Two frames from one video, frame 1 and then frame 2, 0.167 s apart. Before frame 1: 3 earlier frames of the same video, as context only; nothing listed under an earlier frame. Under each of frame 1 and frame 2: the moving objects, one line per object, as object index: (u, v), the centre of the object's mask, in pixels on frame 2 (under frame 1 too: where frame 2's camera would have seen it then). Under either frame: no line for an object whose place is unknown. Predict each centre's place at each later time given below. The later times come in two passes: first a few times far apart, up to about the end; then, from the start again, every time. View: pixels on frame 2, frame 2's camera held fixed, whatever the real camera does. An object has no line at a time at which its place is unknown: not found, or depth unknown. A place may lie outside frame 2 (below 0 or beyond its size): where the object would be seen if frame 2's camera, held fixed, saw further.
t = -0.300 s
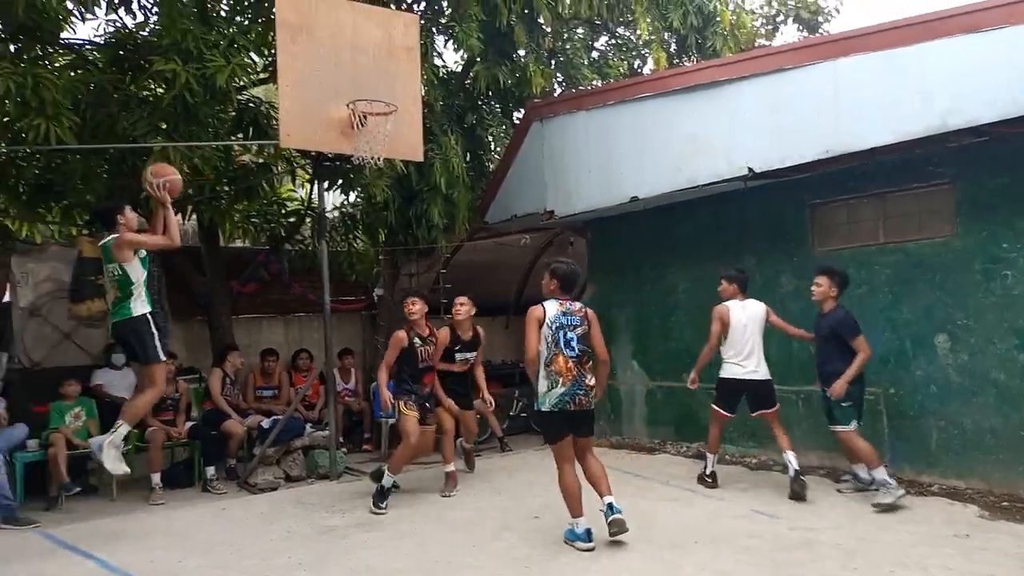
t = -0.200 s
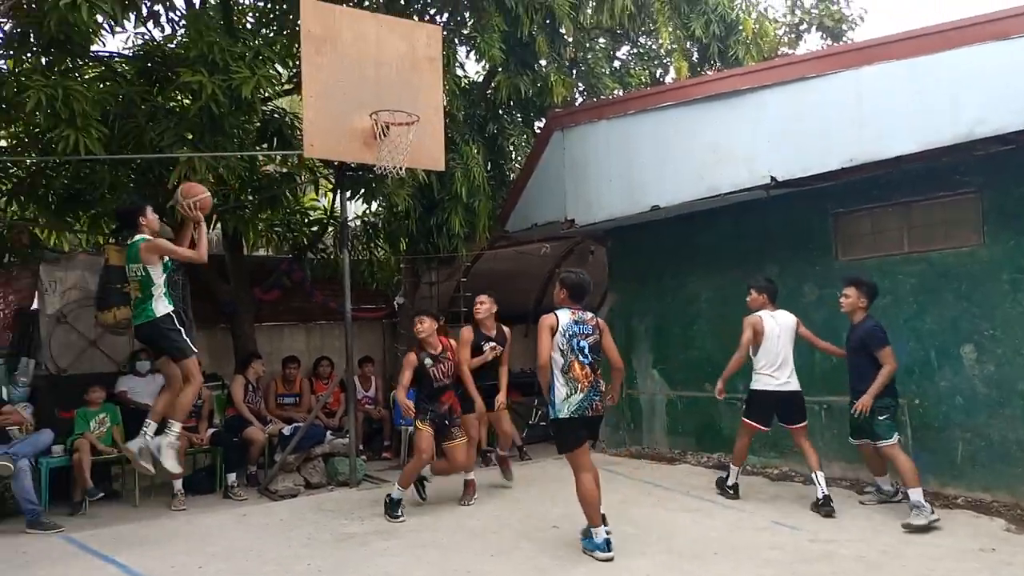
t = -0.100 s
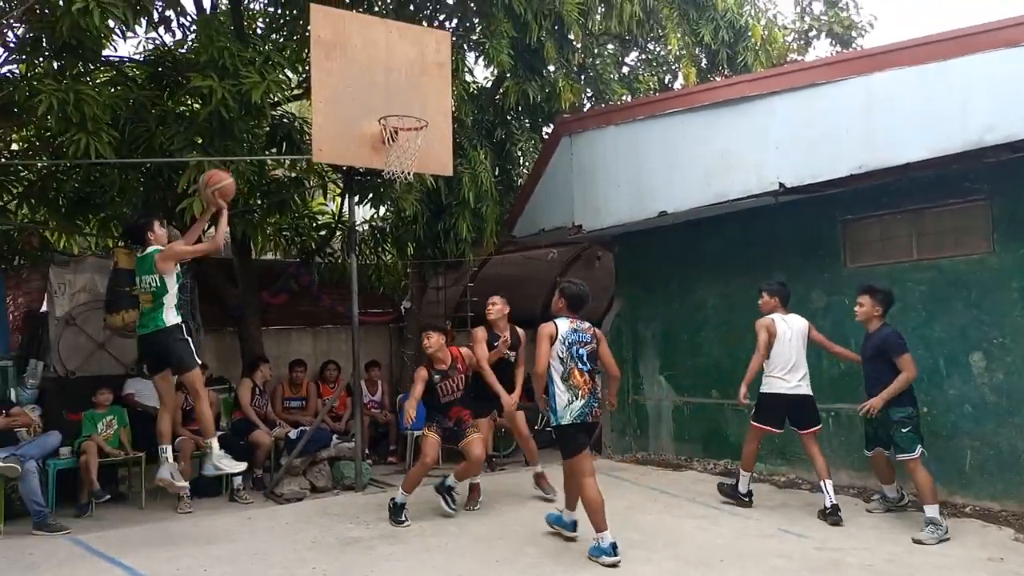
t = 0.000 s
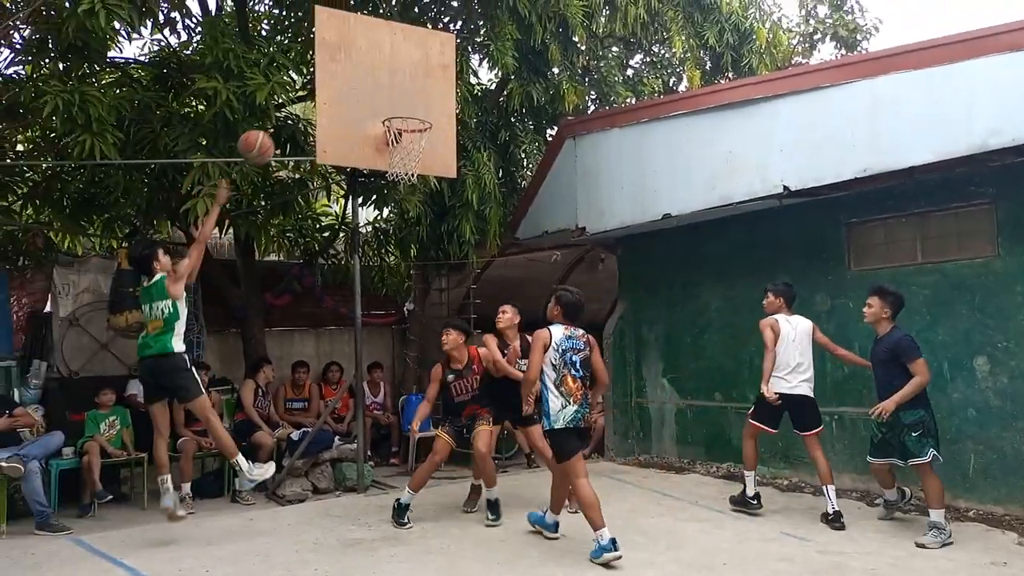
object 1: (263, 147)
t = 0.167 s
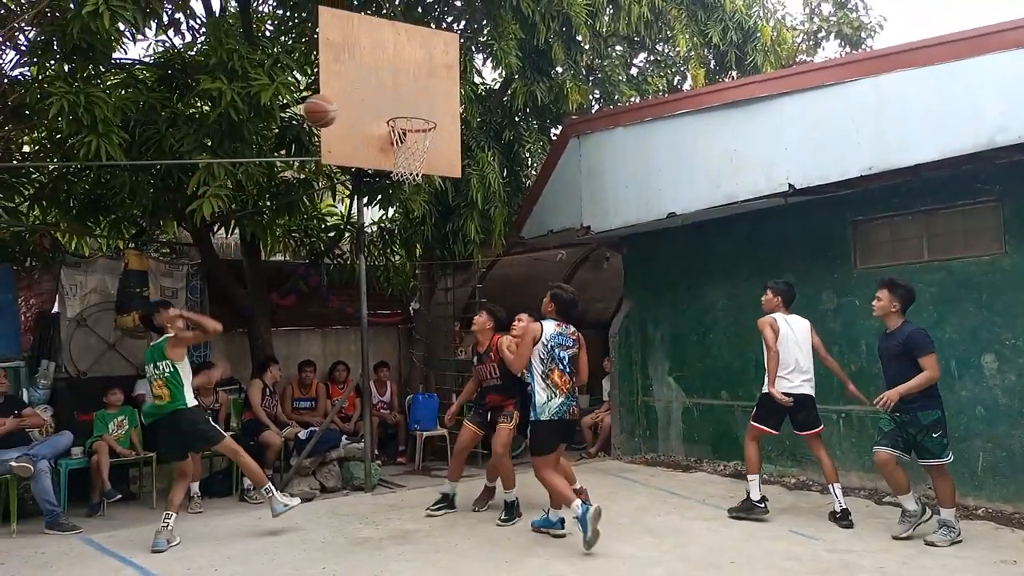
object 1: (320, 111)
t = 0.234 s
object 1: (343, 108)
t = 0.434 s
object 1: (372, 120)
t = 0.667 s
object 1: (354, 184)
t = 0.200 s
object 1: (332, 109)
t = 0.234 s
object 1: (343, 108)
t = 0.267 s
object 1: (355, 108)
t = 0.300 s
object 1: (366, 110)
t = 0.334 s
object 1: (377, 113)
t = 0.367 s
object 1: (377, 114)
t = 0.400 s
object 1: (374, 116)
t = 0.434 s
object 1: (372, 120)
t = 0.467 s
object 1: (369, 124)
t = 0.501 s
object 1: (366, 130)
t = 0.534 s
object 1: (363, 138)
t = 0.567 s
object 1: (361, 147)
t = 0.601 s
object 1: (358, 159)
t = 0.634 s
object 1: (356, 171)
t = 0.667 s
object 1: (354, 184)
